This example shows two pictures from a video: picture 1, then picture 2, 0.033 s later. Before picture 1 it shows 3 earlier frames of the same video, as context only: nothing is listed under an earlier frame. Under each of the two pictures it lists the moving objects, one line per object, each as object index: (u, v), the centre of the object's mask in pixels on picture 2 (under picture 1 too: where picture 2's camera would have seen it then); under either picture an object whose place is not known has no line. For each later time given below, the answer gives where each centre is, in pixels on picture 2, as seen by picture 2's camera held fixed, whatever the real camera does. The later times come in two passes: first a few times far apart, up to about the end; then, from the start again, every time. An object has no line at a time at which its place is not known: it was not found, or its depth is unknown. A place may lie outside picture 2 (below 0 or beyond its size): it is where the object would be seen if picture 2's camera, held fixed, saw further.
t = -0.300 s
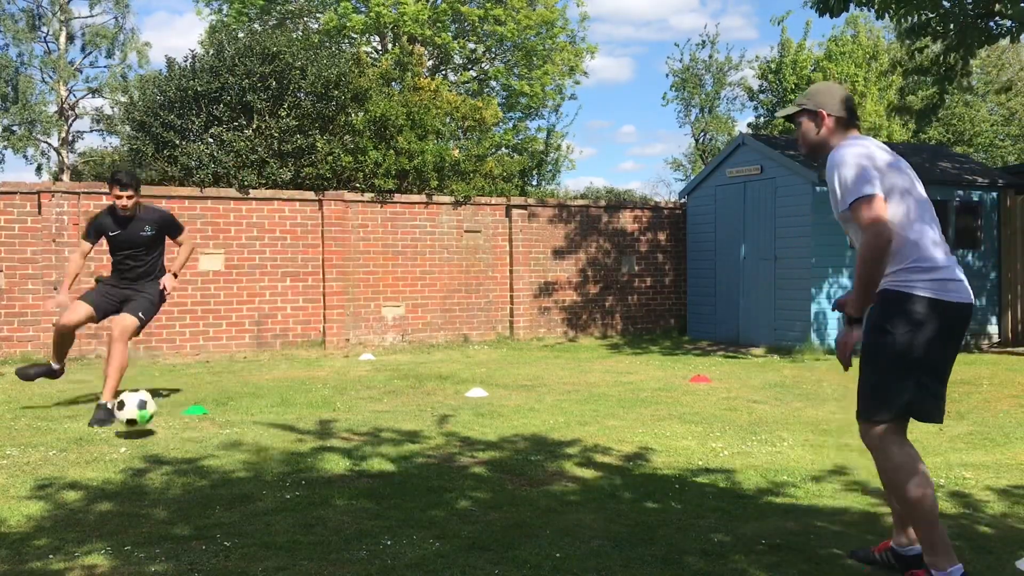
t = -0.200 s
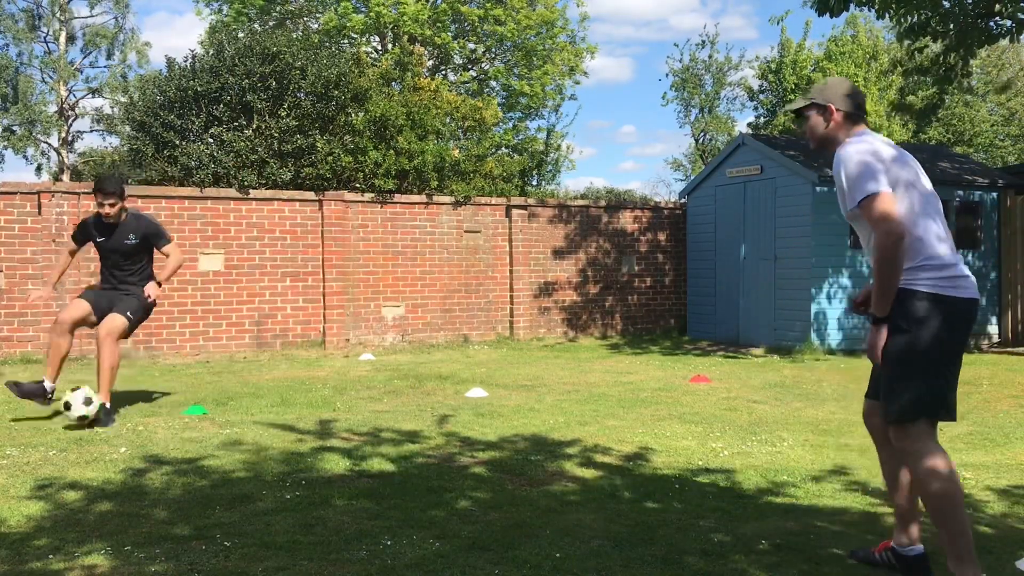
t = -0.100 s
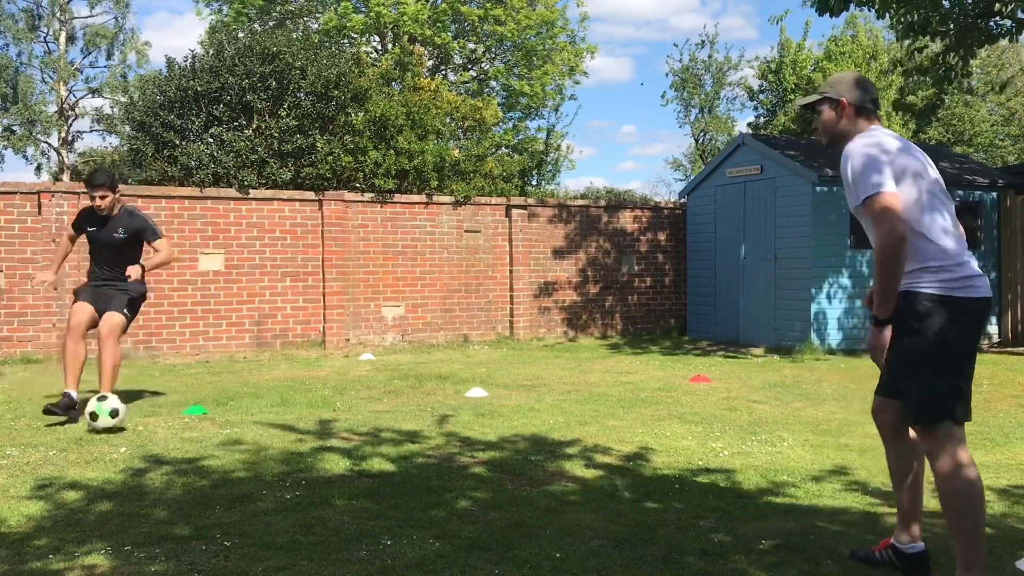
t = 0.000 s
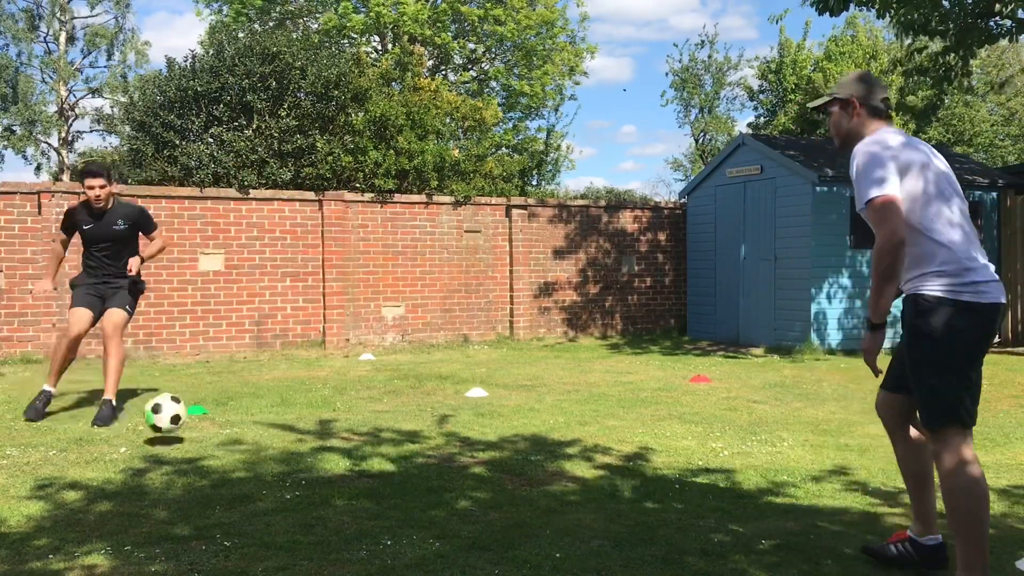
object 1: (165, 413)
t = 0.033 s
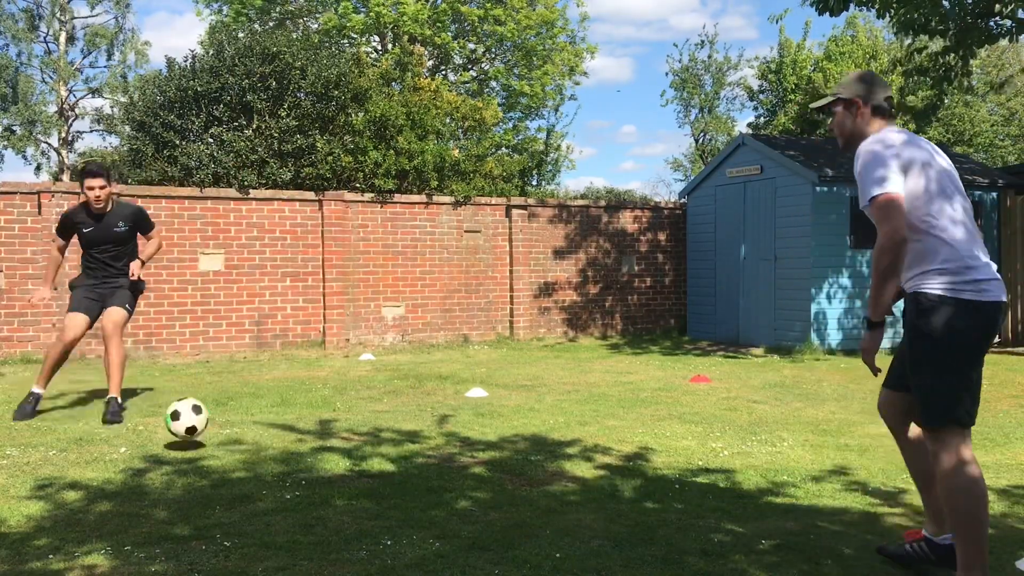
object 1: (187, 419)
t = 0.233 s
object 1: (311, 444)
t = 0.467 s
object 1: (453, 480)
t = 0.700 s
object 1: (623, 500)
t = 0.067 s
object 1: (209, 425)
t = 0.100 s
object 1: (233, 435)
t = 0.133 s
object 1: (256, 448)
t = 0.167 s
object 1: (276, 447)
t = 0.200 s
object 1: (293, 444)
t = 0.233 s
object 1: (311, 444)
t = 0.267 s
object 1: (330, 447)
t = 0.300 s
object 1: (349, 450)
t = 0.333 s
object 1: (368, 458)
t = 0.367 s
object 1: (388, 467)
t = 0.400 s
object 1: (409, 472)
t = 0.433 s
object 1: (431, 474)
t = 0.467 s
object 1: (453, 480)
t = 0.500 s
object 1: (476, 483)
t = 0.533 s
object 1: (497, 486)
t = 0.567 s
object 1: (521, 489)
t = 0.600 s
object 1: (546, 495)
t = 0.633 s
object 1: (571, 495)
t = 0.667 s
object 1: (597, 496)
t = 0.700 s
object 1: (623, 500)
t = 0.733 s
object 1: (650, 509)
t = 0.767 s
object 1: (708, 521)
